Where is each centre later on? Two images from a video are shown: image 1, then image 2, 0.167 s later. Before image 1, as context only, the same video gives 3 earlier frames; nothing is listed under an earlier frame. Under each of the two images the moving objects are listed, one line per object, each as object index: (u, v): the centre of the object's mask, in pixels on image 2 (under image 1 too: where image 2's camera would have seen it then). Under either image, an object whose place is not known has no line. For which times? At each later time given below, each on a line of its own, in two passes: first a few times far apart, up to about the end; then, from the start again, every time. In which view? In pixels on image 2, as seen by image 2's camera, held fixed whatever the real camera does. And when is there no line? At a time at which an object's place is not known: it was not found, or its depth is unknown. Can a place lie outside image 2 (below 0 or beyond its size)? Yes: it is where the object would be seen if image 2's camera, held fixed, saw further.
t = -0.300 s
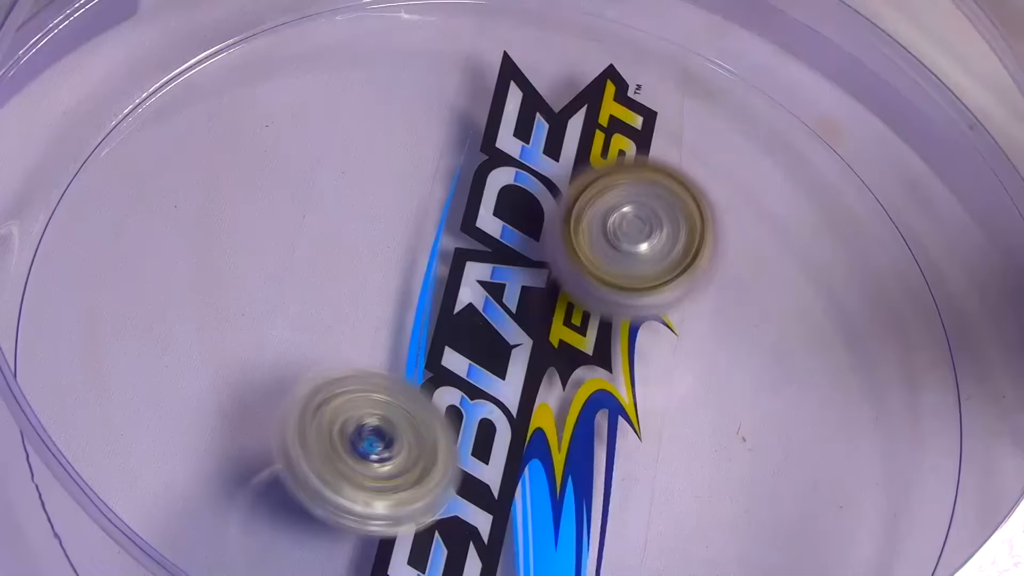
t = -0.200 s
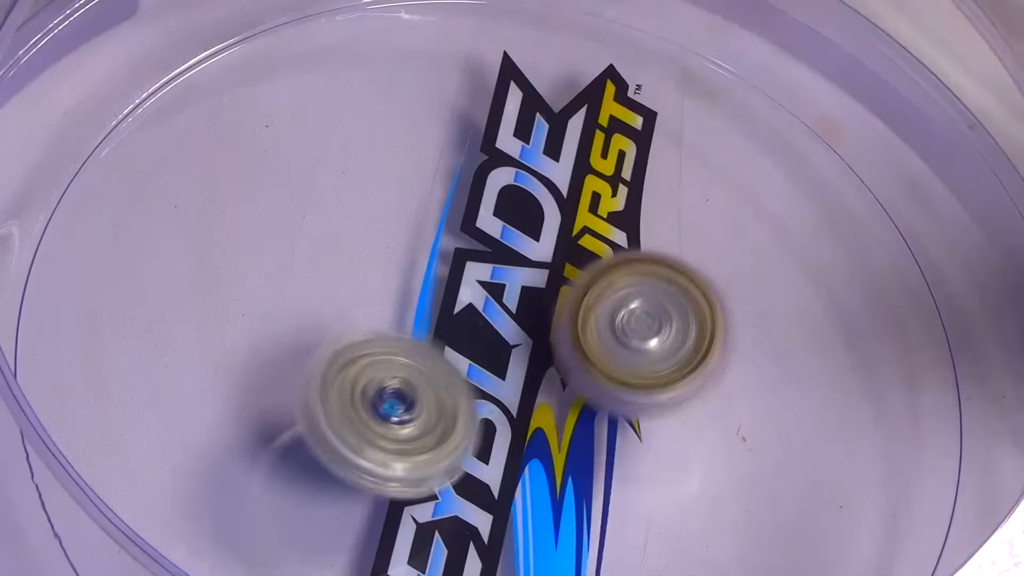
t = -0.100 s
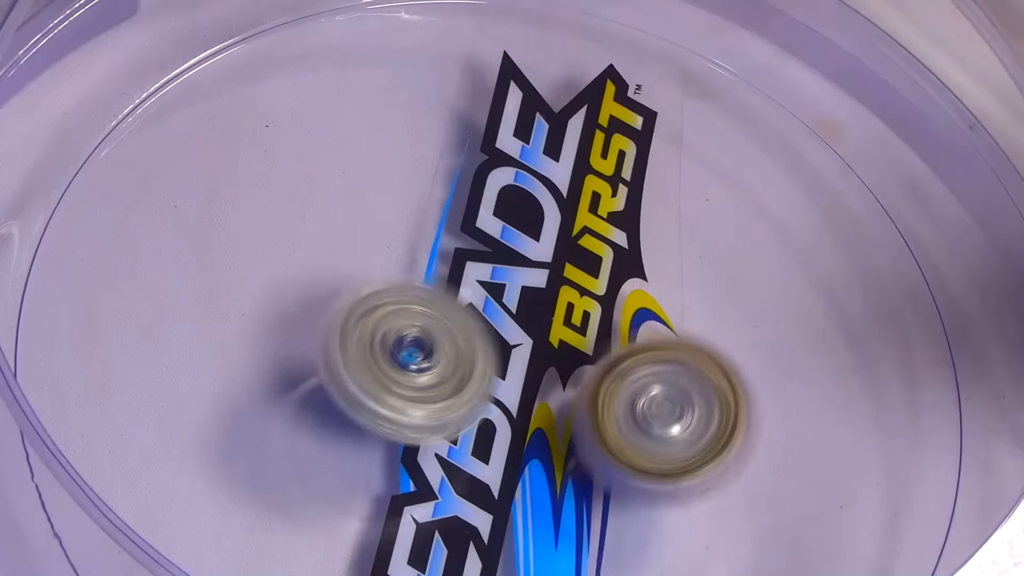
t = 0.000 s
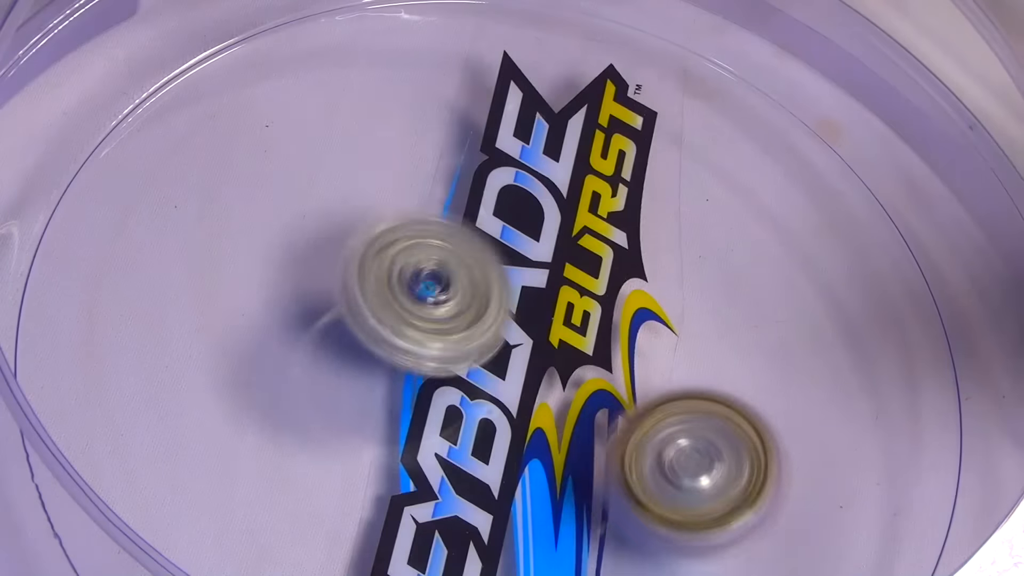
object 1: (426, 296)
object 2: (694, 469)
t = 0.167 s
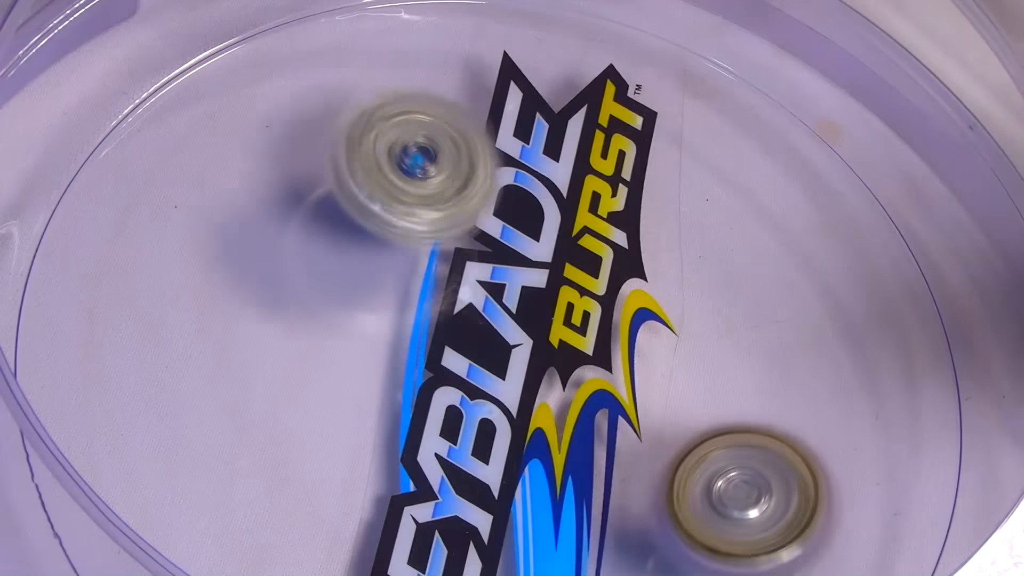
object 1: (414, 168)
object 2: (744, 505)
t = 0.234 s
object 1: (400, 133)
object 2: (759, 506)
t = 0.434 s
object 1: (362, 106)
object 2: (747, 472)
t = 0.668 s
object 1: (438, 165)
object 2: (545, 427)
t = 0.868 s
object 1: (531, 185)
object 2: (401, 480)
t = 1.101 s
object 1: (609, 205)
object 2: (382, 549)
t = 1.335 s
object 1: (669, 269)
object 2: (510, 495)
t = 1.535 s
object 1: (725, 340)
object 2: (483, 316)
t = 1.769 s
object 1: (755, 383)
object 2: (367, 212)
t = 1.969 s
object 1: (734, 419)
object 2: (356, 241)
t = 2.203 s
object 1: (649, 469)
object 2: (510, 274)
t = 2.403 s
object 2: (588, 204)
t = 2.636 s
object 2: (561, 159)
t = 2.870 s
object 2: (535, 303)
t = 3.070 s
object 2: (634, 431)
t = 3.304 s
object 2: (768, 433)
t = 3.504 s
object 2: (712, 352)
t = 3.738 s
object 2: (723, 408)
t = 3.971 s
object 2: (689, 388)
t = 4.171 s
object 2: (556, 421)
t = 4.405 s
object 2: (476, 515)
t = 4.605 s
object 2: (530, 525)
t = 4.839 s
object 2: (516, 402)
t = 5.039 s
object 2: (391, 400)
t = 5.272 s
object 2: (430, 505)
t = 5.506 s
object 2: (574, 416)
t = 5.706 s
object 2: (533, 290)
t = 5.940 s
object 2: (442, 218)
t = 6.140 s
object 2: (431, 288)
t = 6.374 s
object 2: (569, 368)
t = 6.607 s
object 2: (669, 325)
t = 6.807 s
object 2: (631, 285)
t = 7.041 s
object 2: (562, 352)
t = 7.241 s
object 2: (605, 422)
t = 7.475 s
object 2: (651, 416)
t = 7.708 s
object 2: (599, 379)
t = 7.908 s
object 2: (494, 408)
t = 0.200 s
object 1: (406, 147)
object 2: (752, 506)
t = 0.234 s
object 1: (400, 133)
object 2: (759, 506)
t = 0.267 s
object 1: (390, 120)
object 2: (766, 505)
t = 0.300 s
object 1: (383, 113)
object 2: (770, 503)
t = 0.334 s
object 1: (376, 108)
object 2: (770, 501)
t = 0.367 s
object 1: (370, 105)
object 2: (766, 494)
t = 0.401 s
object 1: (364, 104)
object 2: (759, 483)
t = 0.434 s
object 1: (362, 106)
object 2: (747, 472)
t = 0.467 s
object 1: (364, 112)
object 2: (730, 461)
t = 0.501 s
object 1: (372, 121)
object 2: (704, 454)
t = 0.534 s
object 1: (382, 130)
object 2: (676, 443)
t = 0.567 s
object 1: (395, 141)
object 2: (644, 436)
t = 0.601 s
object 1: (408, 150)
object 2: (611, 429)
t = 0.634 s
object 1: (420, 158)
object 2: (580, 428)
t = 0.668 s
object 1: (438, 165)
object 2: (545, 427)
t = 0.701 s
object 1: (455, 171)
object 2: (511, 430)
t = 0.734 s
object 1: (470, 175)
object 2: (482, 435)
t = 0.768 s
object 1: (487, 176)
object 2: (456, 444)
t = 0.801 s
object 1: (504, 180)
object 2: (436, 452)
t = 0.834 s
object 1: (518, 183)
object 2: (418, 465)
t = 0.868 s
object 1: (531, 185)
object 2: (401, 480)
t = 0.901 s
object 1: (546, 186)
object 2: (389, 496)
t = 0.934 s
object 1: (560, 188)
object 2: (380, 509)
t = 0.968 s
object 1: (571, 190)
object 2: (375, 518)
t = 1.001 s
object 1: (581, 194)
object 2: (365, 525)
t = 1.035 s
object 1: (591, 196)
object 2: (366, 533)
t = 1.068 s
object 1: (600, 200)
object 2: (369, 540)
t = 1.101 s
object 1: (609, 205)
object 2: (382, 549)
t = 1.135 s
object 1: (617, 211)
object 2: (406, 551)
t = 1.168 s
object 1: (626, 217)
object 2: (424, 551)
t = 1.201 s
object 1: (635, 225)
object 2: (444, 548)
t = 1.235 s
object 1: (642, 236)
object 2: (463, 540)
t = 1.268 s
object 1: (650, 246)
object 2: (485, 530)
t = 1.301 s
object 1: (658, 256)
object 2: (501, 516)
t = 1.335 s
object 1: (669, 269)
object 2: (510, 495)
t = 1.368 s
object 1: (678, 283)
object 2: (515, 463)
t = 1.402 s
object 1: (687, 296)
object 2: (518, 428)
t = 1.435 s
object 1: (695, 308)
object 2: (514, 397)
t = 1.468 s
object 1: (705, 319)
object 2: (506, 368)
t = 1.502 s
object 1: (717, 331)
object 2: (498, 341)
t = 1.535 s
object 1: (725, 340)
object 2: (483, 316)
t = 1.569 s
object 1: (732, 348)
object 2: (471, 295)
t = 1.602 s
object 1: (737, 355)
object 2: (455, 278)
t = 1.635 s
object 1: (744, 361)
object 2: (437, 259)
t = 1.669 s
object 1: (750, 367)
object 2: (419, 243)
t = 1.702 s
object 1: (753, 373)
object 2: (401, 230)
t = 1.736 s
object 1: (755, 378)
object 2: (388, 221)
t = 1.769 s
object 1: (755, 383)
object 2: (367, 212)
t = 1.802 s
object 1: (754, 388)
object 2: (351, 207)
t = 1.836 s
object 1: (752, 393)
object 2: (341, 209)
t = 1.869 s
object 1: (750, 400)
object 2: (338, 213)
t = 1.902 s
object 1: (747, 406)
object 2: (338, 219)
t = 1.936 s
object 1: (740, 413)
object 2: (342, 229)
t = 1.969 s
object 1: (734, 419)
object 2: (356, 241)
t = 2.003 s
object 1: (723, 425)
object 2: (372, 252)
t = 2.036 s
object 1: (714, 433)
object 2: (391, 264)
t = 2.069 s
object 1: (703, 440)
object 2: (412, 274)
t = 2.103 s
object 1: (692, 447)
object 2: (437, 279)
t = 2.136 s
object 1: (680, 454)
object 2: (464, 281)
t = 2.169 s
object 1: (665, 461)
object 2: (487, 280)
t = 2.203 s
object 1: (649, 469)
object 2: (510, 274)
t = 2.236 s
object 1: (633, 477)
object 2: (529, 266)
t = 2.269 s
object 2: (546, 257)
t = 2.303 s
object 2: (563, 245)
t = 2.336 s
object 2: (575, 231)
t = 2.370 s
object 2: (580, 218)
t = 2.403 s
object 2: (588, 204)
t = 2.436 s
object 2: (590, 191)
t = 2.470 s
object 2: (589, 180)
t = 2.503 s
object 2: (589, 167)
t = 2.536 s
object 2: (584, 160)
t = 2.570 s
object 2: (574, 157)
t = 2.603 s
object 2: (568, 155)
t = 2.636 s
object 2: (561, 159)
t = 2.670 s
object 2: (555, 167)
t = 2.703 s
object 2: (542, 182)
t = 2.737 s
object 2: (533, 198)
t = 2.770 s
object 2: (527, 223)
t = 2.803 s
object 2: (526, 246)
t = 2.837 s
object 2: (529, 274)
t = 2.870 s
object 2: (535, 303)
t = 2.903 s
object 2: (548, 329)
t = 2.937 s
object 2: (559, 355)
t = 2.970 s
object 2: (576, 380)
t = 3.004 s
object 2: (593, 398)
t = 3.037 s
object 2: (610, 416)
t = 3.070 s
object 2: (634, 431)
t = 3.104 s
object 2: (653, 440)
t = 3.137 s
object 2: (674, 449)
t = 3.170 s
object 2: (697, 451)
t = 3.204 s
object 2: (717, 453)
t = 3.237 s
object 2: (738, 450)
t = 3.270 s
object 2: (756, 441)
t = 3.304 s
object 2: (768, 433)
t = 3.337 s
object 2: (777, 419)
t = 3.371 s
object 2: (775, 404)
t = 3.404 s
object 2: (770, 390)
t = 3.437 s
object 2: (755, 376)
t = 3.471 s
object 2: (737, 361)
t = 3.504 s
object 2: (712, 352)
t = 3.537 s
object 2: (675, 354)
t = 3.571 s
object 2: (645, 353)
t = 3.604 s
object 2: (629, 360)
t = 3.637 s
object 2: (668, 376)
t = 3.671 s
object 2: (690, 391)
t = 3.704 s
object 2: (711, 402)
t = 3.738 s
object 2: (723, 408)
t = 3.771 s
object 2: (731, 410)
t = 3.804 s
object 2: (735, 407)
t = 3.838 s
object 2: (737, 403)
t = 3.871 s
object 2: (734, 397)
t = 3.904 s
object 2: (720, 395)
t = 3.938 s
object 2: (706, 389)
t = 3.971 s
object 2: (689, 388)
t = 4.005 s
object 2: (670, 387)
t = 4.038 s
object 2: (649, 389)
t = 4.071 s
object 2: (624, 393)
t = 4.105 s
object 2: (601, 402)
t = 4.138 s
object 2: (578, 409)
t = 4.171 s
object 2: (556, 421)
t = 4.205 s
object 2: (535, 432)
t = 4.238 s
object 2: (514, 448)
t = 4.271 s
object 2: (501, 460)
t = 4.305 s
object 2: (493, 477)
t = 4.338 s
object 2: (483, 493)
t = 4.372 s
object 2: (478, 505)
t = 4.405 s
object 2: (476, 515)
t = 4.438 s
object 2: (478, 522)
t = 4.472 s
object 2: (484, 527)
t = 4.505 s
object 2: (491, 531)
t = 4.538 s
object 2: (507, 531)
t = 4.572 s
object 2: (518, 529)
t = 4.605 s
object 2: (530, 525)
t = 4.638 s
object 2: (540, 518)
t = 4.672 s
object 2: (544, 508)
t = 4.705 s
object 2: (548, 492)
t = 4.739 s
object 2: (545, 471)
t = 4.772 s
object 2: (539, 446)
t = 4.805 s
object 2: (531, 425)
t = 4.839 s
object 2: (516, 402)
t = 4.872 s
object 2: (503, 383)
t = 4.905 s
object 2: (484, 366)
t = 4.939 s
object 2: (455, 373)
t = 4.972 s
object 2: (428, 381)
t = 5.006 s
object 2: (408, 389)
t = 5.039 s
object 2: (391, 400)
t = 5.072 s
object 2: (379, 415)
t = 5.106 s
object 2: (374, 432)
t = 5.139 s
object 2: (372, 448)
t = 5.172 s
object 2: (378, 467)
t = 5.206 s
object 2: (389, 484)
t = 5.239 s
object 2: (408, 498)
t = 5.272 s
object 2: (430, 505)
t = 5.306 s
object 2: (456, 504)
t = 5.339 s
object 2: (483, 502)
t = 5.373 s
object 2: (507, 494)
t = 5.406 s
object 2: (528, 478)
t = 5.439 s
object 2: (547, 459)
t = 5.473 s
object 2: (563, 437)
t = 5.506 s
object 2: (574, 416)
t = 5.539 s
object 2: (577, 391)
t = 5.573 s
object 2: (568, 370)
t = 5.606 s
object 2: (559, 349)
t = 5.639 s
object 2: (555, 326)
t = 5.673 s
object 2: (543, 306)
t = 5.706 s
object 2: (533, 290)
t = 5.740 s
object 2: (524, 274)
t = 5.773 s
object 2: (510, 259)
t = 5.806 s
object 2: (499, 243)
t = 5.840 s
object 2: (488, 236)
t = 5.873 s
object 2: (470, 226)
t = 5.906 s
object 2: (457, 219)
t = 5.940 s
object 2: (442, 218)
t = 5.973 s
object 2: (428, 221)
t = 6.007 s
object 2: (422, 228)
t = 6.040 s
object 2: (418, 240)
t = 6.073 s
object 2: (415, 254)
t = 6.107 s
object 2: (422, 271)
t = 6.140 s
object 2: (431, 288)
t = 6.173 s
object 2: (444, 303)
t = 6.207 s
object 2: (462, 320)
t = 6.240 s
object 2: (480, 335)
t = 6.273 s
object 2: (501, 347)
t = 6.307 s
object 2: (524, 357)
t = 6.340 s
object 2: (545, 364)
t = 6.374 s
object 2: (569, 368)
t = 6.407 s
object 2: (590, 368)
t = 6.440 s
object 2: (606, 365)
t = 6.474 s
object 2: (623, 359)
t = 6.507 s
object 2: (641, 354)
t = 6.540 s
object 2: (651, 345)
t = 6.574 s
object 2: (663, 334)
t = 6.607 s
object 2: (669, 325)
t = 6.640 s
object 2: (669, 315)
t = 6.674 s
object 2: (668, 304)
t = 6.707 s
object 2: (664, 296)
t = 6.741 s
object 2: (655, 290)
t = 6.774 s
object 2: (645, 285)
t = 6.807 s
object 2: (631, 285)
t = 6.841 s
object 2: (615, 288)
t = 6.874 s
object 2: (601, 290)
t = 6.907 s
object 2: (585, 300)
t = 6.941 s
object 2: (570, 312)
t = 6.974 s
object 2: (555, 325)
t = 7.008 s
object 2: (558, 339)
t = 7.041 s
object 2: (562, 352)
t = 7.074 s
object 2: (566, 363)
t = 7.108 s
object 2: (571, 379)
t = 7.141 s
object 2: (579, 392)
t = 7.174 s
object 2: (586, 403)
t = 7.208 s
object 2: (598, 415)
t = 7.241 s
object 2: (605, 422)
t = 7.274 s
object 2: (613, 428)
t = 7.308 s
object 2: (625, 429)
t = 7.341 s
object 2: (634, 429)
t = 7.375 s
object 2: (641, 427)
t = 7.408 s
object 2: (642, 422)
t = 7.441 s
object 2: (647, 418)
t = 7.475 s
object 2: (651, 416)
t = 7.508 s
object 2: (653, 412)
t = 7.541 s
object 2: (651, 404)
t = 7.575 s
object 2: (646, 398)
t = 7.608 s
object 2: (637, 391)
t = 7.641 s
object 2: (627, 387)
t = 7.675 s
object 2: (613, 381)
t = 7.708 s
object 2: (599, 379)
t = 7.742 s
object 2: (581, 378)
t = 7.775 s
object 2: (559, 381)
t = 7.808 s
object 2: (543, 382)
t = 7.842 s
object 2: (524, 390)
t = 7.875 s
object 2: (509, 397)
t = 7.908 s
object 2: (494, 408)
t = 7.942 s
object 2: (482, 416)
